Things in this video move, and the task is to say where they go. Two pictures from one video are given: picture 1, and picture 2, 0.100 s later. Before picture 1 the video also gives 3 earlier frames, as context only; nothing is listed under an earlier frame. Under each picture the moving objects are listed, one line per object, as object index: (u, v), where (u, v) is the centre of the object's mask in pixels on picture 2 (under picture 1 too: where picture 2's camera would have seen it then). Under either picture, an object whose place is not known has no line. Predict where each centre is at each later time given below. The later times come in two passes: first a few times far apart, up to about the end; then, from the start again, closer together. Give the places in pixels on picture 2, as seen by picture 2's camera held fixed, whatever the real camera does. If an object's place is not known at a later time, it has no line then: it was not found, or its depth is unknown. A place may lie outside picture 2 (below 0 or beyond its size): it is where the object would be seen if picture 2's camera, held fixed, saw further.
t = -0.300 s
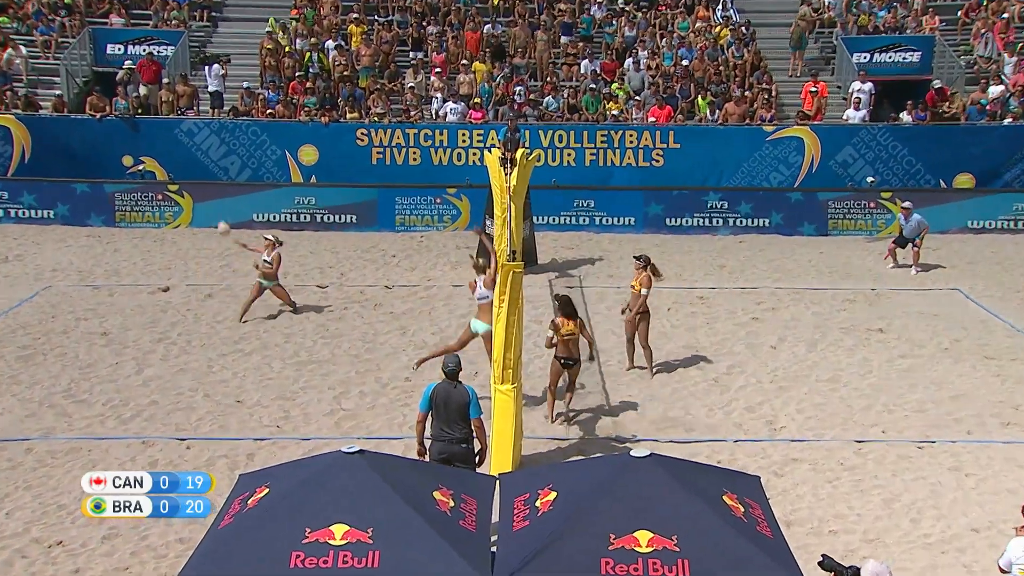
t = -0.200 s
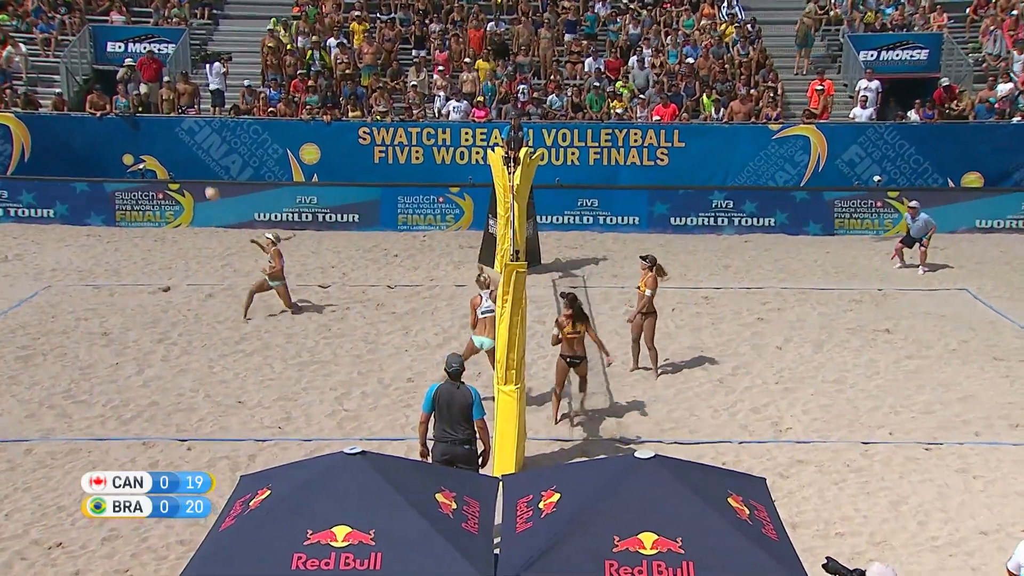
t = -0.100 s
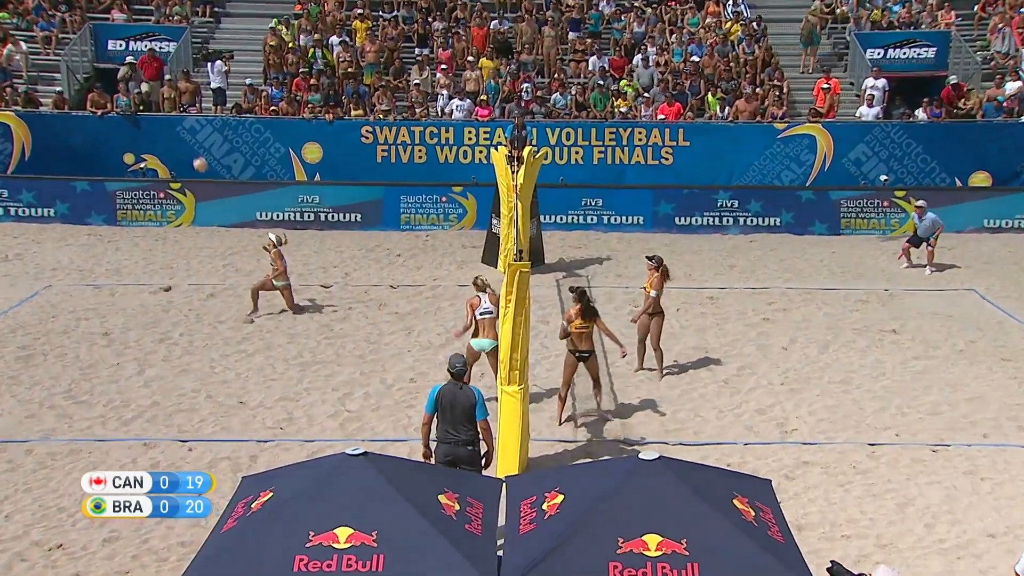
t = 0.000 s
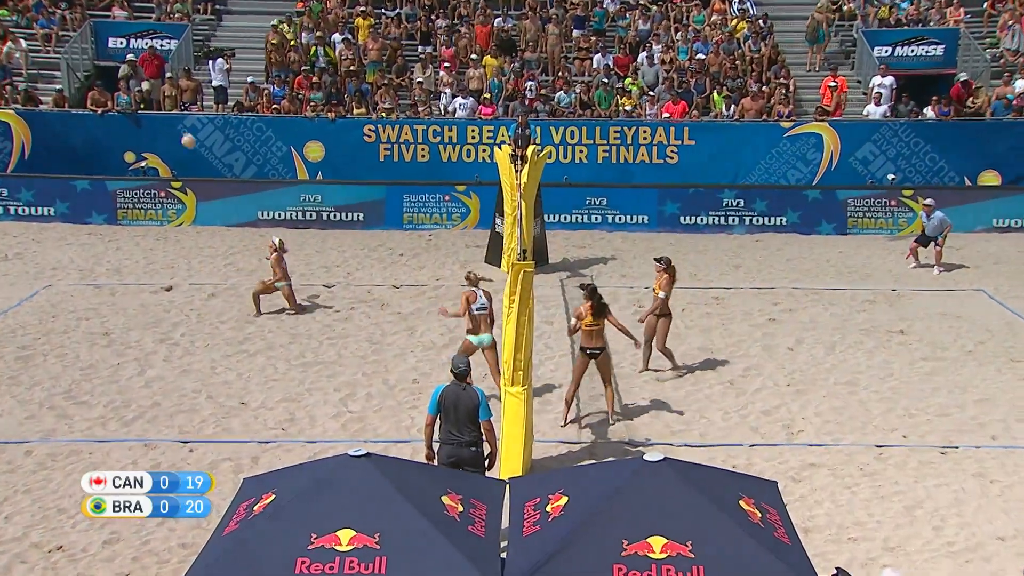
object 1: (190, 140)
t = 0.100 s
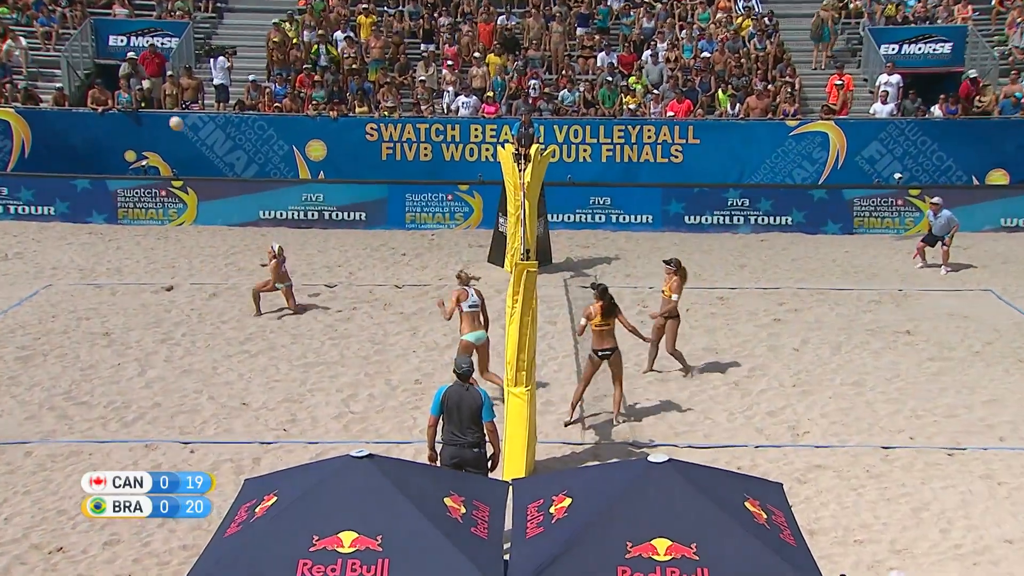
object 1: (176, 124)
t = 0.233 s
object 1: (158, 111)
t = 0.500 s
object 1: (124, 119)
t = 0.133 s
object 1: (171, 119)
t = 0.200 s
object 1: (162, 113)
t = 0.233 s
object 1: (158, 111)
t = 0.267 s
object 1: (153, 109)
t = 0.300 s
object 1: (149, 109)
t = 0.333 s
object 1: (145, 108)
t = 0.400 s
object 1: (136, 111)
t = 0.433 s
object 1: (132, 113)
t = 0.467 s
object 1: (128, 116)
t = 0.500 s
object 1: (124, 119)
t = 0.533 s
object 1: (120, 124)
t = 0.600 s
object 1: (112, 135)
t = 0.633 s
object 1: (108, 141)
